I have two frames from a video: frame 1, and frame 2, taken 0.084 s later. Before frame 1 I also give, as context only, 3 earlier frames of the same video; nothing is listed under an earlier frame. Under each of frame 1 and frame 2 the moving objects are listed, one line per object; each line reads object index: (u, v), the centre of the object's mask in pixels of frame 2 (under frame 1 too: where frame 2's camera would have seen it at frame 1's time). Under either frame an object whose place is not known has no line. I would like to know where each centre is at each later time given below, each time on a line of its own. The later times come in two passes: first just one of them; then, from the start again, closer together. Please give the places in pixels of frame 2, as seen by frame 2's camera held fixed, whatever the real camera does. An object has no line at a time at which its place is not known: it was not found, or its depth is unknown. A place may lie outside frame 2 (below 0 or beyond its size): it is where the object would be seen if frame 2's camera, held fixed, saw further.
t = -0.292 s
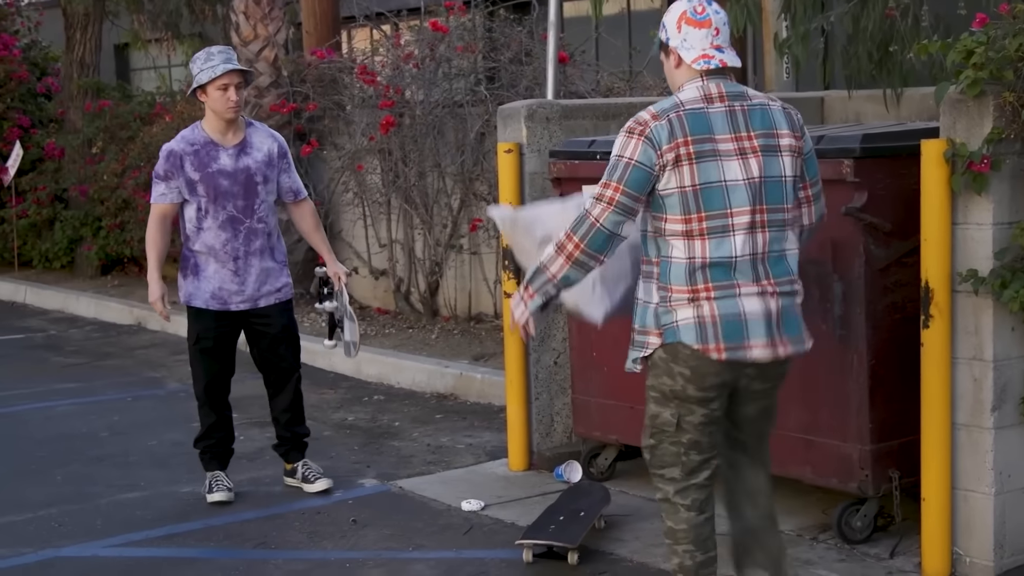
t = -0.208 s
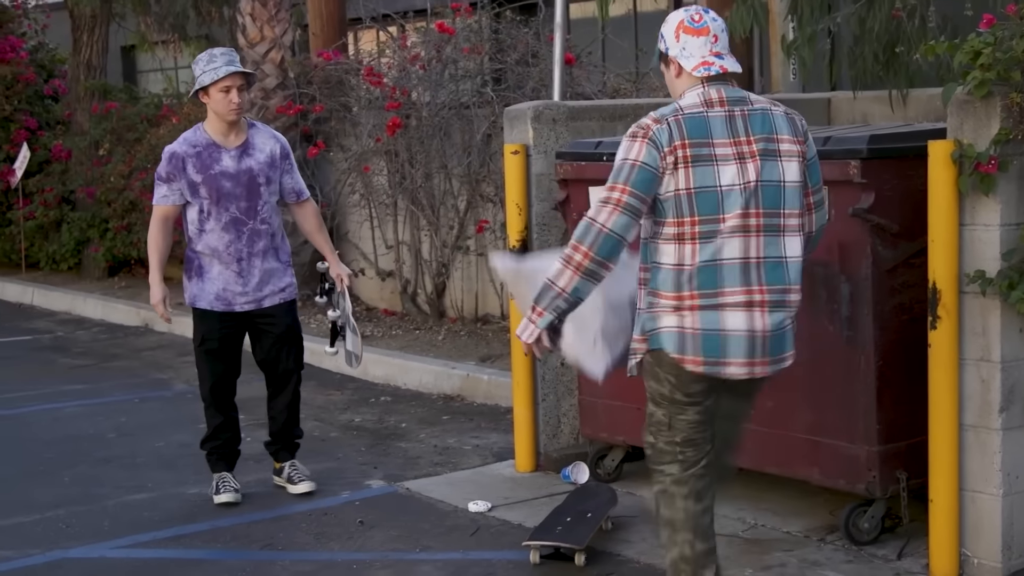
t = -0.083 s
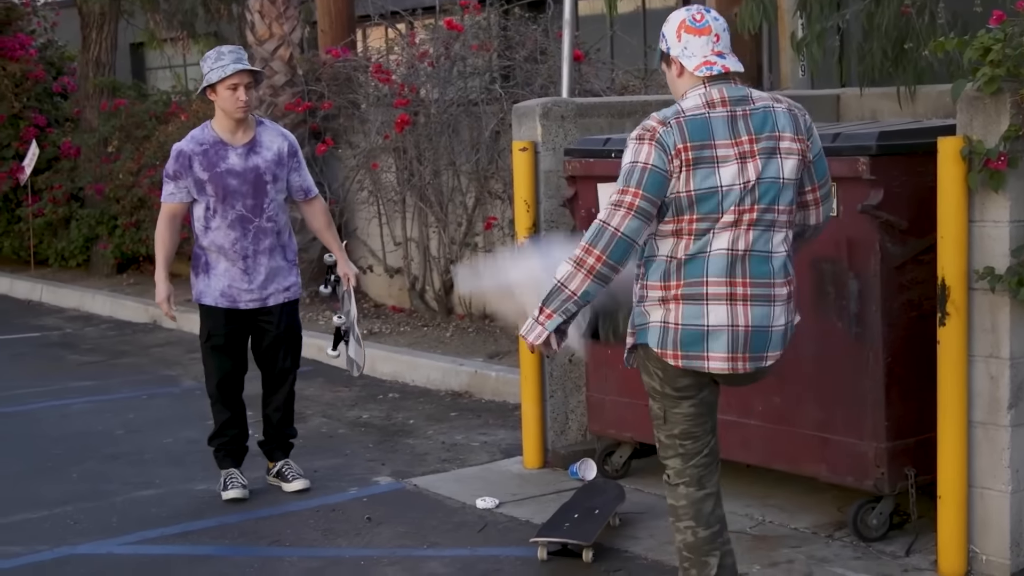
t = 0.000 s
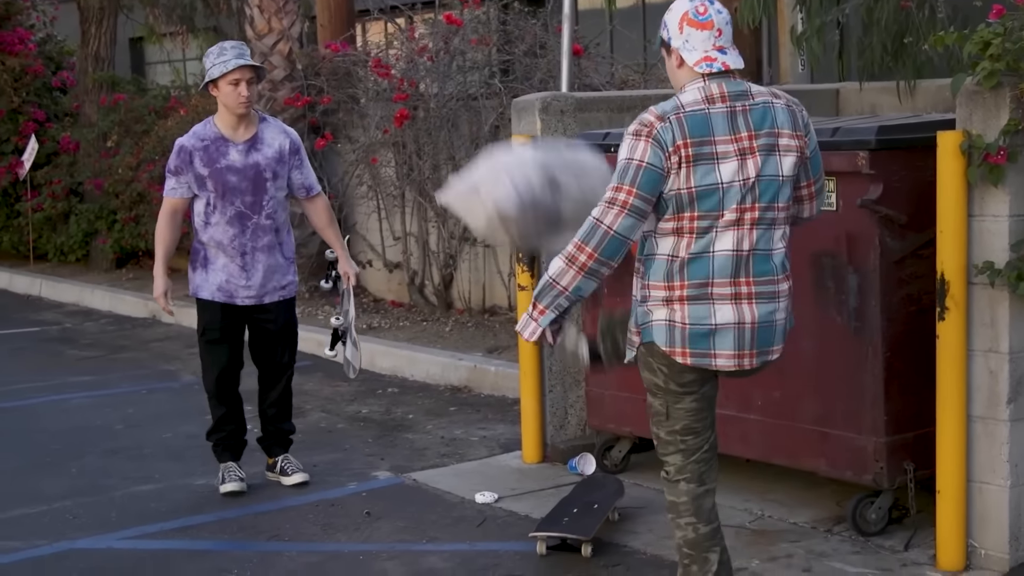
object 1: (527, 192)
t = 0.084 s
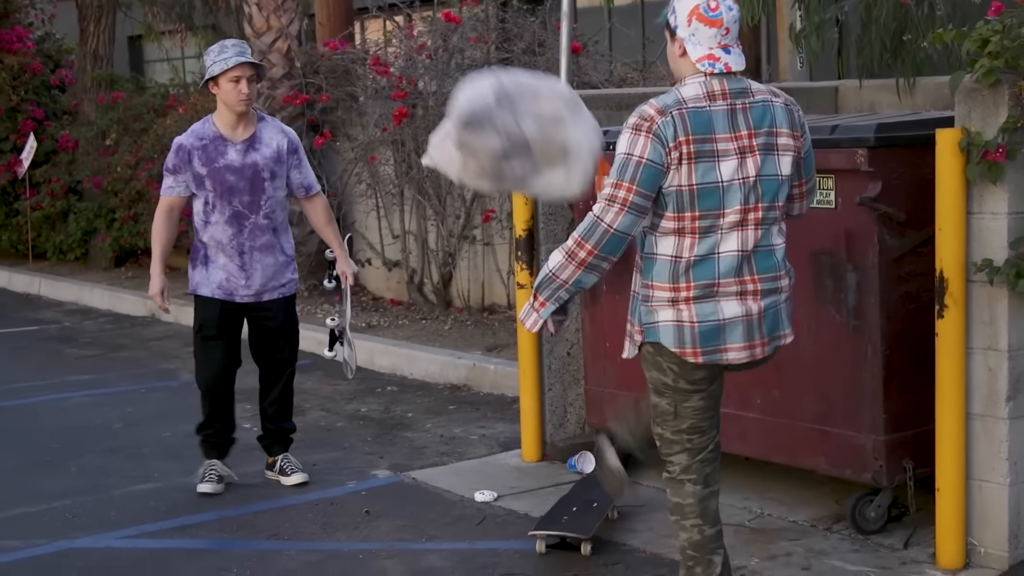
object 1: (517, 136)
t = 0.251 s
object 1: (471, 76)
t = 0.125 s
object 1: (505, 114)
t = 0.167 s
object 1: (493, 96)
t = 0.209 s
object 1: (482, 83)
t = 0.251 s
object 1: (471, 76)
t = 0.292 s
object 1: (461, 74)
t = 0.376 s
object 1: (440, 82)
